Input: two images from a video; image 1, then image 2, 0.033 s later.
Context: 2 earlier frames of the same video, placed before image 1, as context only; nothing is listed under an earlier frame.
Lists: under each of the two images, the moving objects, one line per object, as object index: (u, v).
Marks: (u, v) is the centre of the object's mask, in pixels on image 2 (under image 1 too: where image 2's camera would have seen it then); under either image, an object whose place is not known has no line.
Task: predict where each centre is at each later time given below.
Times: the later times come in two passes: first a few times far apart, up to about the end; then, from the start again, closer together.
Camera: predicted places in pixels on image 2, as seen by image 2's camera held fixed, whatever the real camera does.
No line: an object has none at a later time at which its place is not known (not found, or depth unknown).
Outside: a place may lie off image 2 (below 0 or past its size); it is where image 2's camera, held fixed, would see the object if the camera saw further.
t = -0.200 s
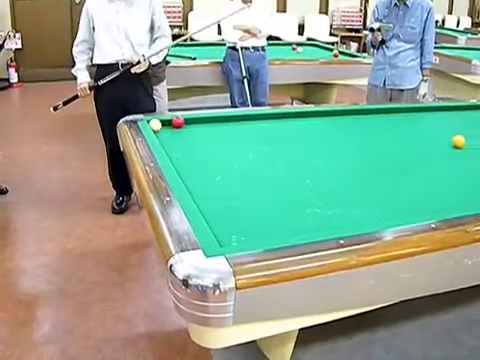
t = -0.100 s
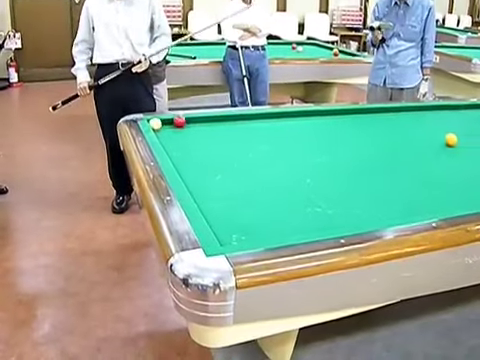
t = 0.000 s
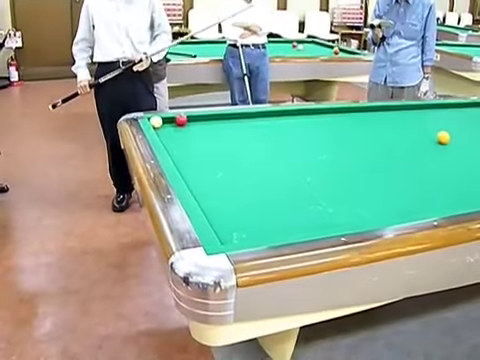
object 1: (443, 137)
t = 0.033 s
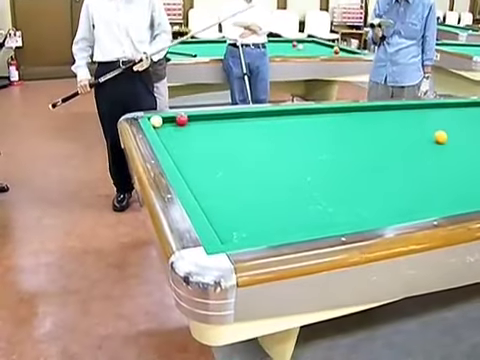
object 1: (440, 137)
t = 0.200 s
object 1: (426, 136)
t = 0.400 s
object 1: (410, 135)
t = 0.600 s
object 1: (393, 133)
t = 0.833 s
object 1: (376, 132)
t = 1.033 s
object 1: (360, 131)
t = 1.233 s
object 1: (346, 131)
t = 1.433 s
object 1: (332, 130)
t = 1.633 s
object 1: (319, 129)
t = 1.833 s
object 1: (306, 129)
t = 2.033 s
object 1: (294, 128)
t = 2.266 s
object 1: (280, 127)
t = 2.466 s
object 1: (269, 127)
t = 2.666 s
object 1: (258, 126)
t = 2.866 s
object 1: (249, 125)
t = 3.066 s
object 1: (239, 125)
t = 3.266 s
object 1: (231, 124)
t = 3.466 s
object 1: (223, 123)
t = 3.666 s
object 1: (216, 123)
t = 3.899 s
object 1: (208, 123)
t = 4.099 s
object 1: (201, 122)
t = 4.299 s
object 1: (198, 122)
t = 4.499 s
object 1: (197, 122)
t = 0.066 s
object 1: (438, 137)
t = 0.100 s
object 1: (435, 136)
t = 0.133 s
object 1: (432, 136)
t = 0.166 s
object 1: (429, 136)
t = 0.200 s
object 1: (426, 136)
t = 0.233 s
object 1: (423, 136)
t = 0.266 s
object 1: (421, 135)
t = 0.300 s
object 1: (418, 135)
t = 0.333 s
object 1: (415, 135)
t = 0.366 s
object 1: (412, 135)
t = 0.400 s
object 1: (410, 135)
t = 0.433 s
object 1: (407, 134)
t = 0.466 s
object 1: (404, 134)
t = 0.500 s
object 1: (402, 134)
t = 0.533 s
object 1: (399, 134)
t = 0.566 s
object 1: (396, 134)
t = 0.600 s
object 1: (393, 133)
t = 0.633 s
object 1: (391, 133)
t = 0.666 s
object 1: (389, 133)
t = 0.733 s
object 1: (383, 133)
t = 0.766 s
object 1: (381, 133)
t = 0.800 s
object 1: (378, 132)
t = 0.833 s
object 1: (376, 132)
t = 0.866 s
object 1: (373, 132)
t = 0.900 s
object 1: (370, 132)
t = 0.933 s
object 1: (368, 132)
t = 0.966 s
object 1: (366, 132)
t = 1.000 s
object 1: (363, 131)
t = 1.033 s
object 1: (360, 131)
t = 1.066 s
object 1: (358, 131)
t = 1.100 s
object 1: (356, 131)
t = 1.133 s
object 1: (353, 131)
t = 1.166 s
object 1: (351, 131)
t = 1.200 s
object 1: (348, 131)
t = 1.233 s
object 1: (346, 131)
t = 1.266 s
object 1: (344, 131)
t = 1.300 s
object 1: (341, 130)
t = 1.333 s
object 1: (339, 130)
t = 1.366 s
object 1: (337, 131)
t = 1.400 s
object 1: (334, 130)
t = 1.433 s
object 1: (332, 130)
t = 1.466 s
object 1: (330, 130)
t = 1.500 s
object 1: (328, 130)
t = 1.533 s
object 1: (325, 130)
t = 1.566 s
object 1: (323, 130)
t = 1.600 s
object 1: (321, 130)
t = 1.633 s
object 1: (319, 129)
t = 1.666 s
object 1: (316, 129)
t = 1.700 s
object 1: (315, 129)
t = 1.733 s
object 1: (312, 129)
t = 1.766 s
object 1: (310, 129)
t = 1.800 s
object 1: (308, 129)
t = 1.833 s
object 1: (306, 129)
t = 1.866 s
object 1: (304, 128)
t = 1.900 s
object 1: (302, 128)
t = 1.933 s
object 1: (300, 128)
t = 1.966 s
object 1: (298, 128)
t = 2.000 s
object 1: (296, 128)
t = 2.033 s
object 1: (294, 128)
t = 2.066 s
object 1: (292, 128)
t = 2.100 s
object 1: (290, 128)
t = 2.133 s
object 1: (288, 127)
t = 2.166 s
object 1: (286, 127)
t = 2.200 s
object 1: (284, 127)
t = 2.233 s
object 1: (282, 127)
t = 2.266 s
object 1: (280, 127)
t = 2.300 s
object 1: (278, 127)
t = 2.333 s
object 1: (276, 127)
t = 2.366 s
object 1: (274, 127)
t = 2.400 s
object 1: (272, 127)
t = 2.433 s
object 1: (271, 126)
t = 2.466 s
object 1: (269, 127)
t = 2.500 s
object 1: (267, 126)
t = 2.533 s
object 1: (266, 126)
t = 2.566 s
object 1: (264, 126)
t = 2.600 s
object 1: (262, 126)
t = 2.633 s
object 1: (261, 126)
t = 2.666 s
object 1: (258, 126)
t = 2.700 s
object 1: (257, 126)
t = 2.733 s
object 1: (255, 126)
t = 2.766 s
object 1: (254, 125)
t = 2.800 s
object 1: (252, 125)
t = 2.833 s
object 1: (250, 125)
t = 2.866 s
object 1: (249, 125)
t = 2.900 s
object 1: (247, 125)
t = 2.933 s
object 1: (246, 125)
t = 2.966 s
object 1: (244, 125)
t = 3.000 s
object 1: (242, 125)
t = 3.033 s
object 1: (241, 125)
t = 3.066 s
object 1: (239, 125)
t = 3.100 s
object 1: (238, 124)
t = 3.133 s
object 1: (237, 124)
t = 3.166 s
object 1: (235, 124)
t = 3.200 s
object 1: (234, 124)
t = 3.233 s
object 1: (232, 124)
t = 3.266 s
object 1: (231, 124)
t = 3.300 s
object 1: (230, 124)
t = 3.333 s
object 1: (228, 124)
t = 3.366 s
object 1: (227, 124)
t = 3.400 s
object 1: (225, 124)
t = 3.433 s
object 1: (224, 124)
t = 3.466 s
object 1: (223, 123)
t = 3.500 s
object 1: (222, 123)
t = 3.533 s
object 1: (220, 123)
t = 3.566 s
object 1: (219, 123)
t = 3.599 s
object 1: (218, 123)
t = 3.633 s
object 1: (216, 123)
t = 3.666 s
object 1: (216, 123)
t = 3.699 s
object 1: (214, 123)
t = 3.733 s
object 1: (213, 123)
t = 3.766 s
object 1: (212, 123)
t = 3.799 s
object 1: (211, 123)
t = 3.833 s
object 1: (210, 123)
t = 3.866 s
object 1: (209, 123)
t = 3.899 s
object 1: (208, 123)
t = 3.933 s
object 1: (207, 123)
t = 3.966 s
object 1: (205, 123)
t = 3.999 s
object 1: (204, 122)
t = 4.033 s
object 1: (203, 122)
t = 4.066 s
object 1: (202, 122)
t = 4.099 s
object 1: (201, 122)
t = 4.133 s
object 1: (200, 122)
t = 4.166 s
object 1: (200, 122)
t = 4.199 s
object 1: (199, 122)
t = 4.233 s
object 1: (199, 122)
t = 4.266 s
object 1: (199, 122)
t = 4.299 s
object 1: (198, 122)
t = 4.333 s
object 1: (198, 122)
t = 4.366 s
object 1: (198, 122)
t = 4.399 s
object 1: (198, 122)
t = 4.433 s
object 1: (197, 122)
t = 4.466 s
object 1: (197, 122)
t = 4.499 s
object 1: (197, 122)
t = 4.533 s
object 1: (197, 122)
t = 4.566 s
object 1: (197, 123)
